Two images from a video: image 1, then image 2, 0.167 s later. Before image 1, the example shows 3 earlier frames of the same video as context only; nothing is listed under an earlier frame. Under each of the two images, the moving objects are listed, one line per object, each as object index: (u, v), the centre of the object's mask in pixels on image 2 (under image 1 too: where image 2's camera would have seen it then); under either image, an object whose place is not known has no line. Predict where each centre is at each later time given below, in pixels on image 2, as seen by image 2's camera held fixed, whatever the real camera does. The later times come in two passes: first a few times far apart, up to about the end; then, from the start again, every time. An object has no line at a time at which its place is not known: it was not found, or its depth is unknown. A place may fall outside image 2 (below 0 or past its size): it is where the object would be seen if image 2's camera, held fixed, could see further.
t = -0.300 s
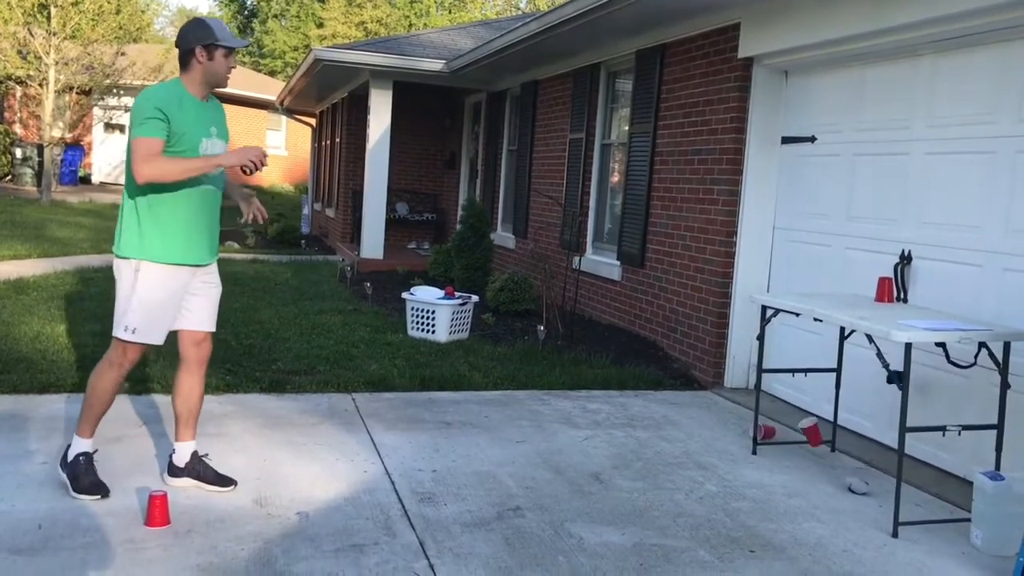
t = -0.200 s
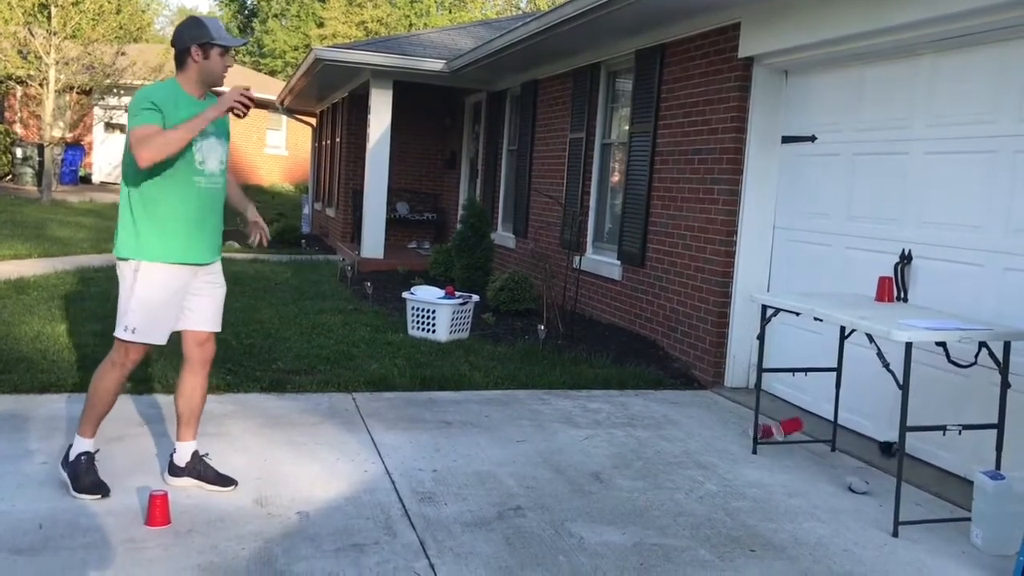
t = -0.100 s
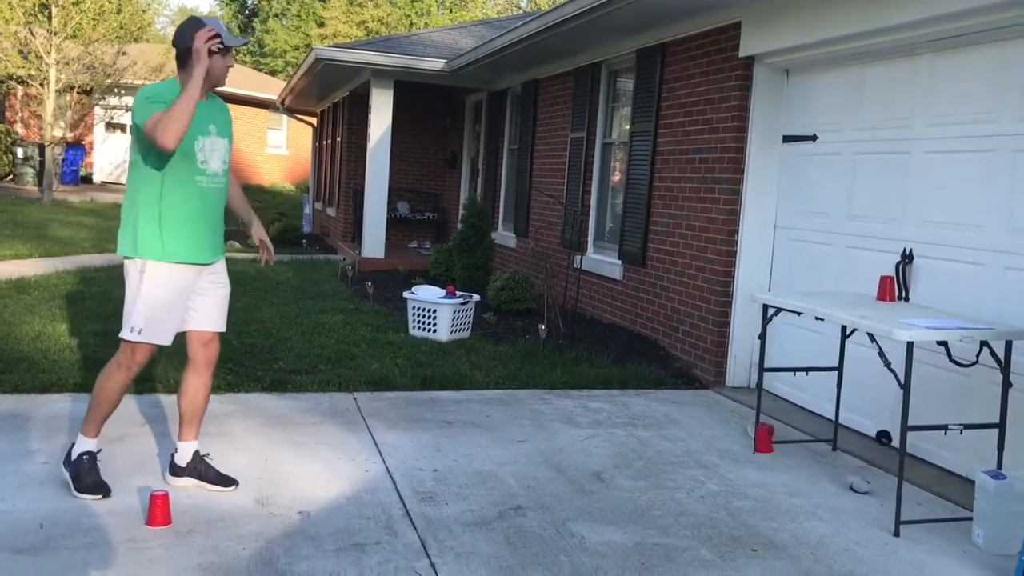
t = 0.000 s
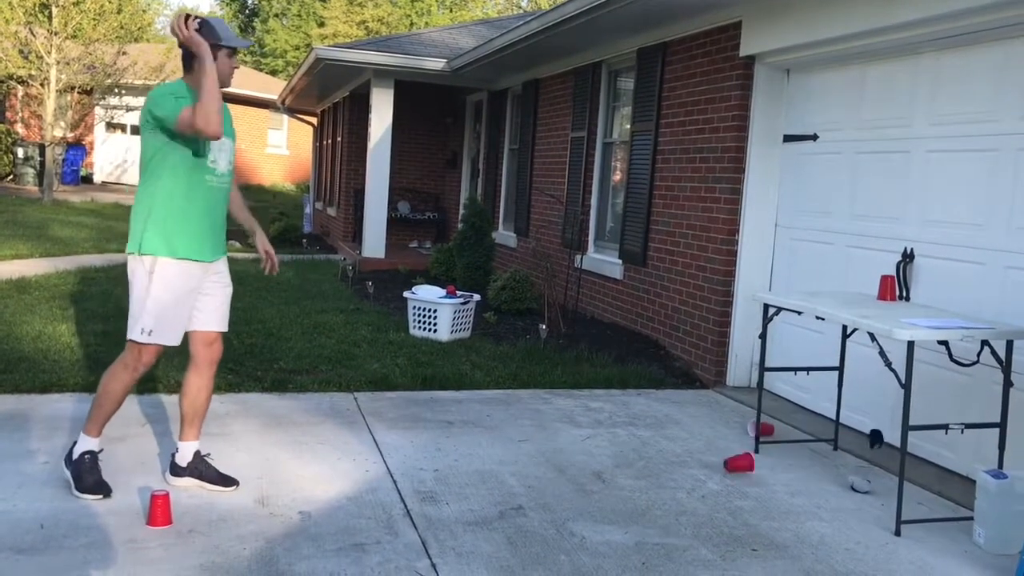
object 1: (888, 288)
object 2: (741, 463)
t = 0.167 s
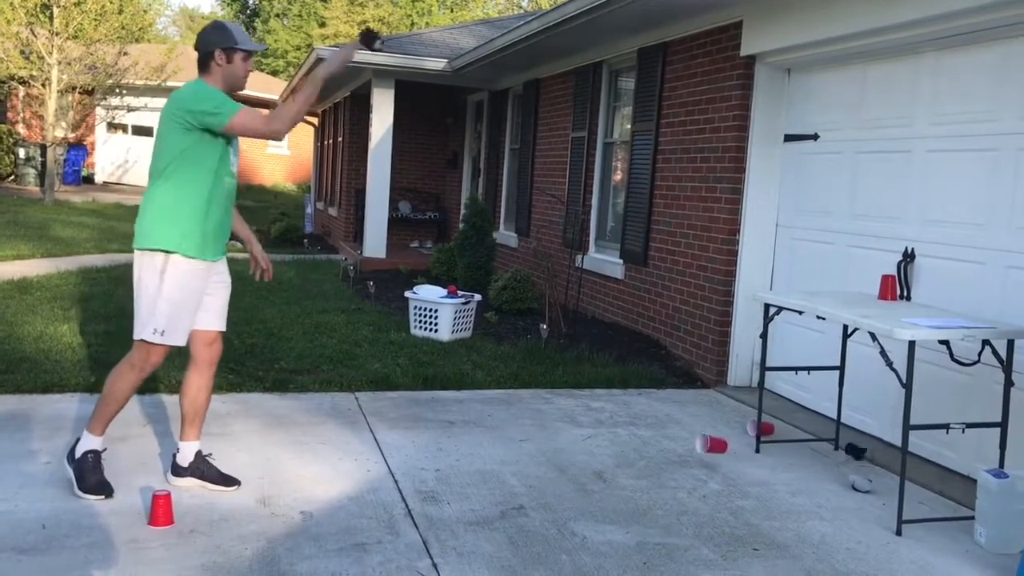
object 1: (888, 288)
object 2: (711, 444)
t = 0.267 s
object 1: (888, 288)
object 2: (696, 456)
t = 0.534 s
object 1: (888, 288)
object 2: (670, 468)
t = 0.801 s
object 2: (670, 468)
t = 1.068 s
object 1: (848, 458)
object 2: (670, 468)
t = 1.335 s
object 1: (850, 441)
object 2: (669, 468)
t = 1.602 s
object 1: (826, 462)
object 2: (669, 468)
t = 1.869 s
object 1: (797, 465)
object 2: (669, 468)
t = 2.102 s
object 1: (791, 467)
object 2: (669, 468)
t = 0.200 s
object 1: (888, 288)
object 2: (706, 447)
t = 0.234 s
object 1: (888, 288)
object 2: (702, 449)
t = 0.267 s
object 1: (888, 288)
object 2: (696, 456)
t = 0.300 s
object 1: (888, 288)
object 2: (690, 465)
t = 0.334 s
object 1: (888, 288)
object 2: (685, 466)
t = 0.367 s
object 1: (888, 288)
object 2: (681, 467)
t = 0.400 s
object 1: (888, 288)
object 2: (678, 467)
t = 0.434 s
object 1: (888, 288)
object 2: (675, 468)
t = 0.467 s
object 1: (888, 288)
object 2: (673, 468)
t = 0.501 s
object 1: (888, 288)
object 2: (671, 468)
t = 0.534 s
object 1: (888, 288)
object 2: (670, 468)
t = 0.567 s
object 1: (896, 289)
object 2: (669, 468)
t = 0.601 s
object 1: (912, 289)
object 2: (669, 468)
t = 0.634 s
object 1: (928, 291)
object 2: (670, 468)
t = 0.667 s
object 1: (944, 296)
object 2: (669, 468)
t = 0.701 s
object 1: (950, 300)
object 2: (670, 468)
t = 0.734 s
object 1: (941, 301)
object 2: (669, 468)
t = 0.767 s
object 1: (933, 304)
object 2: (670, 468)
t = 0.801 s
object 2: (670, 468)
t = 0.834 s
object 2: (670, 468)
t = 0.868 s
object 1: (900, 351)
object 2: (670, 468)
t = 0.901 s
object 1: (891, 364)
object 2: (670, 468)
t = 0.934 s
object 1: (882, 381)
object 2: (670, 468)
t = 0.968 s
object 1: (873, 399)
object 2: (670, 468)
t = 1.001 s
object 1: (864, 419)
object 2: (670, 468)
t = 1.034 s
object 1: (856, 440)
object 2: (670, 468)
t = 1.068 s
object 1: (848, 458)
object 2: (670, 468)
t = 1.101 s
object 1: (849, 448)
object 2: (670, 468)
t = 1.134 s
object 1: (848, 441)
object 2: (670, 468)
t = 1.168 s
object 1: (849, 435)
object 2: (670, 468)
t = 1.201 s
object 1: (850, 431)
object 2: (670, 468)
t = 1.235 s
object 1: (850, 431)
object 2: (669, 468)
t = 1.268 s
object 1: (850, 431)
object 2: (669, 468)
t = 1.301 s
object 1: (849, 436)
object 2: (669, 468)
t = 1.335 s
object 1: (850, 441)
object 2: (669, 468)
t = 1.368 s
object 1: (849, 448)
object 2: (670, 468)
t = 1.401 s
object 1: (848, 458)
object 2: (670, 468)
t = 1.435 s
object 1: (845, 459)
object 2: (669, 468)
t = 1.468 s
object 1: (842, 457)
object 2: (669, 468)
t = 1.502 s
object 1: (838, 457)
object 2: (669, 468)
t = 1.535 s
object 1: (833, 458)
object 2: (670, 468)
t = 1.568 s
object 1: (831, 463)
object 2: (669, 468)
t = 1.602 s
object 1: (826, 462)
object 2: (669, 468)
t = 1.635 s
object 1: (815, 461)
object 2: (669, 468)
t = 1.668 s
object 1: (810, 465)
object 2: (669, 468)
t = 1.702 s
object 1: (809, 461)
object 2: (670, 468)
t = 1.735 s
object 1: (806, 458)
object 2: (670, 468)
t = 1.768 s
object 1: (803, 458)
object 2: (669, 468)
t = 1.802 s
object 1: (801, 460)
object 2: (670, 468)
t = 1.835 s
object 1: (798, 462)
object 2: (669, 468)
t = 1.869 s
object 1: (797, 465)
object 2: (669, 468)
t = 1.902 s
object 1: (795, 465)
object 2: (669, 468)
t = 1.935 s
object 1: (793, 465)
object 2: (669, 468)
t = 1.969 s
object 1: (793, 466)
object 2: (669, 468)
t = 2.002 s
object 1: (792, 467)
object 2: (669, 468)
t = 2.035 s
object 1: (792, 467)
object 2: (669, 468)
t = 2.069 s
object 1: (791, 467)
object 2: (669, 468)
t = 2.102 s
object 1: (791, 467)
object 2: (669, 468)
